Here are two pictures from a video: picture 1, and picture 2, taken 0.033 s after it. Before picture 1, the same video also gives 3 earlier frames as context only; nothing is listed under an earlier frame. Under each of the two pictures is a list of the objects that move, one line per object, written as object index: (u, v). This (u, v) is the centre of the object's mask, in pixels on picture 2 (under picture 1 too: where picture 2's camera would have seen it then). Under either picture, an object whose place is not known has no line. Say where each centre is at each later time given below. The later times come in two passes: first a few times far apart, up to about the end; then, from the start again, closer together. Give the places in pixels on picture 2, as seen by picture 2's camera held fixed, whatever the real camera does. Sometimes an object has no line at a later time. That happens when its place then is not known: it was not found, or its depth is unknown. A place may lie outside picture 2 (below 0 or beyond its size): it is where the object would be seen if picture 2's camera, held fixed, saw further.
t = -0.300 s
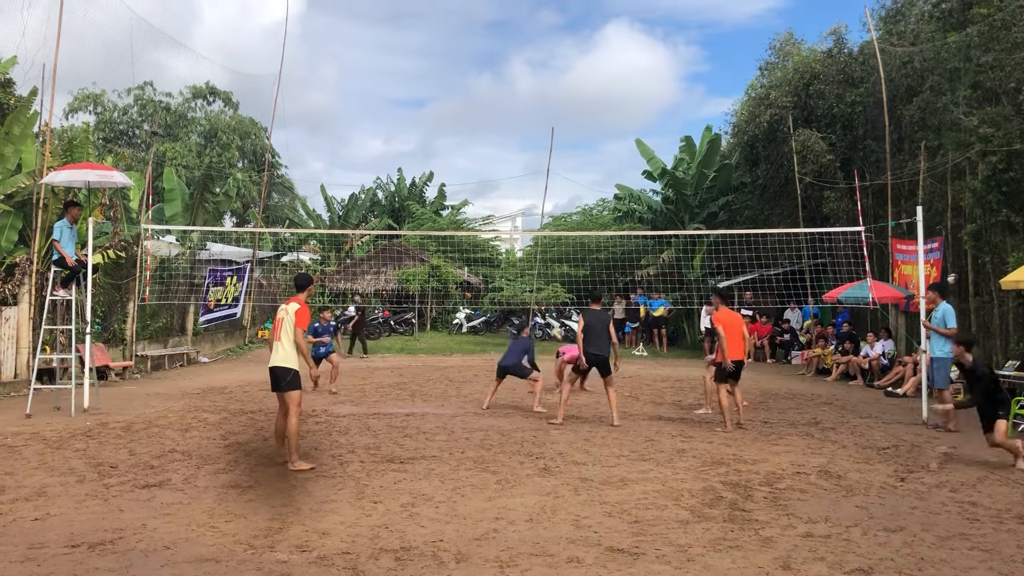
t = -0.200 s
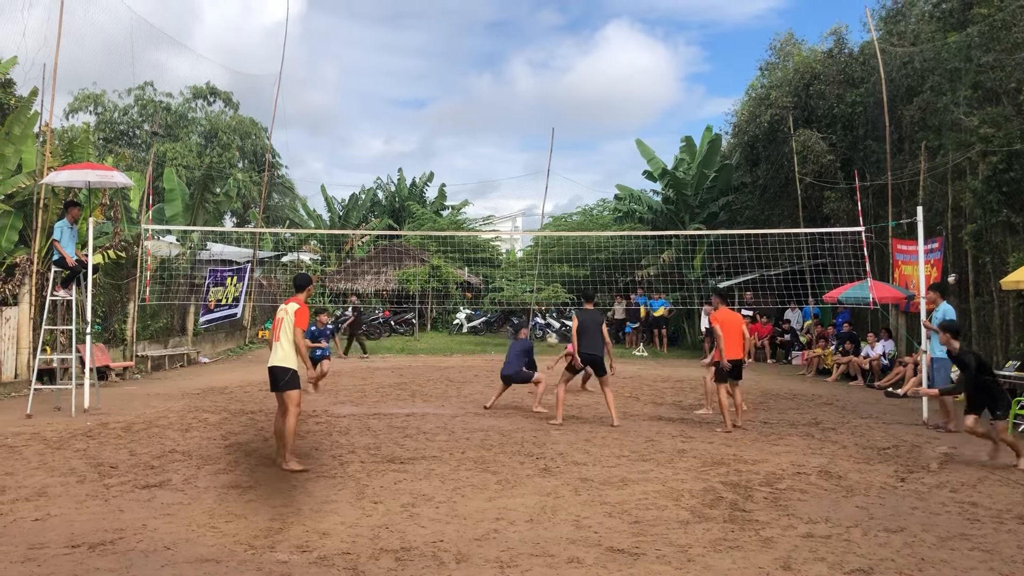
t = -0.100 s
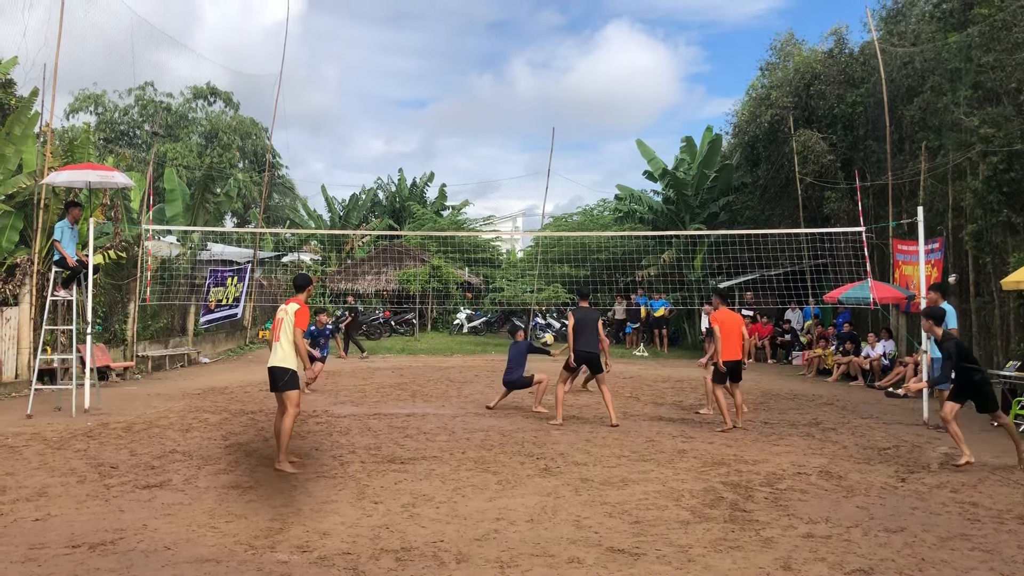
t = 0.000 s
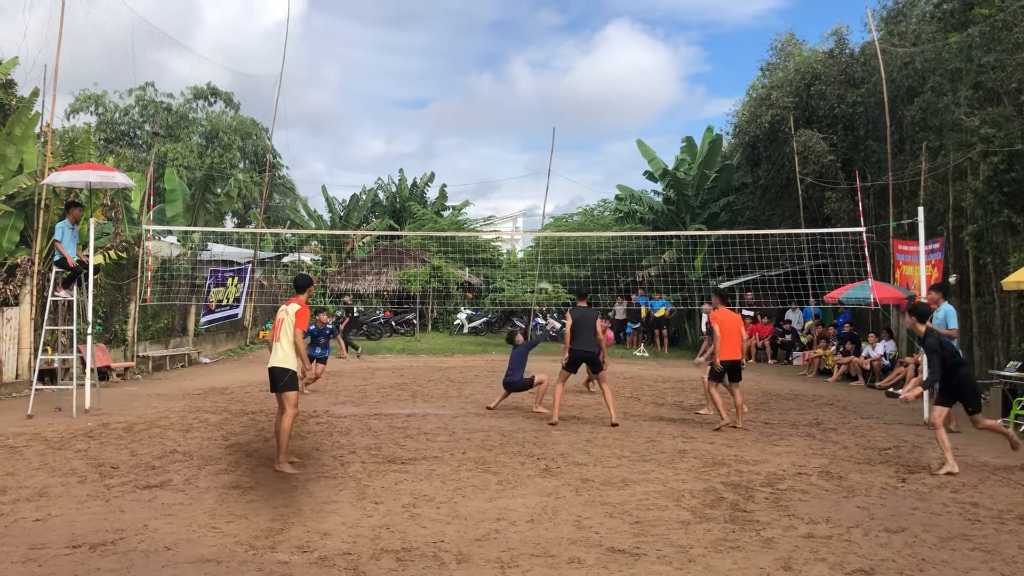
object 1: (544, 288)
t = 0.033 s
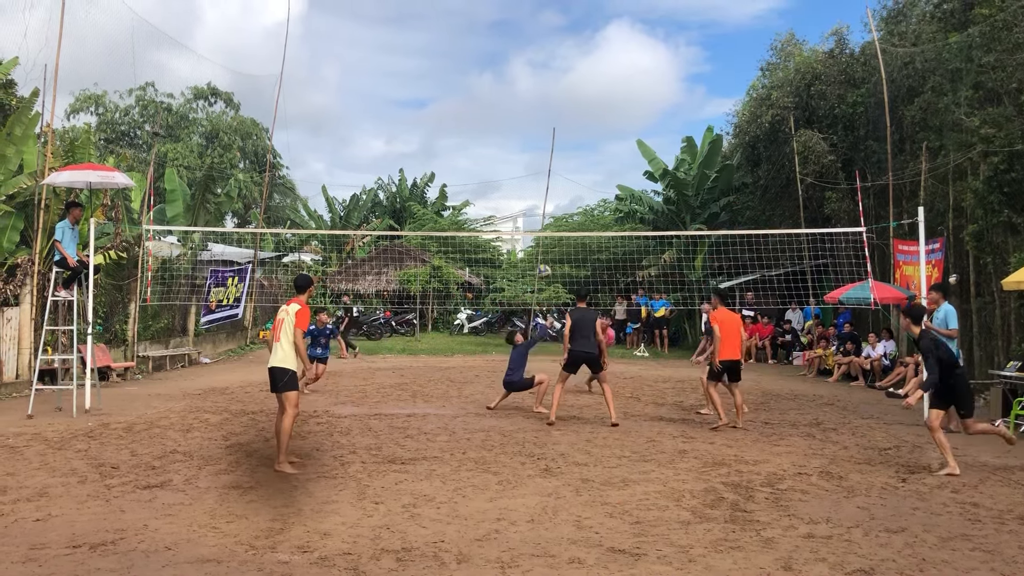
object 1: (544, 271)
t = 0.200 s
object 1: (538, 204)
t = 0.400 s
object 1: (532, 146)
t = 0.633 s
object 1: (522, 113)
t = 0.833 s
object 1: (514, 115)
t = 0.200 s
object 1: (538, 204)
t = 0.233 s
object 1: (538, 192)
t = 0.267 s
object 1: (536, 181)
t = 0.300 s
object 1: (535, 171)
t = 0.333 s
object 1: (534, 162)
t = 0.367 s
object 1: (533, 154)
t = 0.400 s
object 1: (532, 146)
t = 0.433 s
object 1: (530, 140)
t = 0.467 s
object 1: (530, 133)
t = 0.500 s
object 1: (528, 127)
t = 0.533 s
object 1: (527, 122)
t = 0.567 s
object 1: (525, 119)
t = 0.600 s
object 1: (524, 115)
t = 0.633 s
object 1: (522, 113)
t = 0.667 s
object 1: (521, 112)
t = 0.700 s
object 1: (520, 110)
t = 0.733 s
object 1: (518, 110)
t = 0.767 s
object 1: (517, 110)
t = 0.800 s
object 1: (515, 112)
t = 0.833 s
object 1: (514, 115)
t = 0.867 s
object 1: (512, 118)
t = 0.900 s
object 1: (511, 122)
